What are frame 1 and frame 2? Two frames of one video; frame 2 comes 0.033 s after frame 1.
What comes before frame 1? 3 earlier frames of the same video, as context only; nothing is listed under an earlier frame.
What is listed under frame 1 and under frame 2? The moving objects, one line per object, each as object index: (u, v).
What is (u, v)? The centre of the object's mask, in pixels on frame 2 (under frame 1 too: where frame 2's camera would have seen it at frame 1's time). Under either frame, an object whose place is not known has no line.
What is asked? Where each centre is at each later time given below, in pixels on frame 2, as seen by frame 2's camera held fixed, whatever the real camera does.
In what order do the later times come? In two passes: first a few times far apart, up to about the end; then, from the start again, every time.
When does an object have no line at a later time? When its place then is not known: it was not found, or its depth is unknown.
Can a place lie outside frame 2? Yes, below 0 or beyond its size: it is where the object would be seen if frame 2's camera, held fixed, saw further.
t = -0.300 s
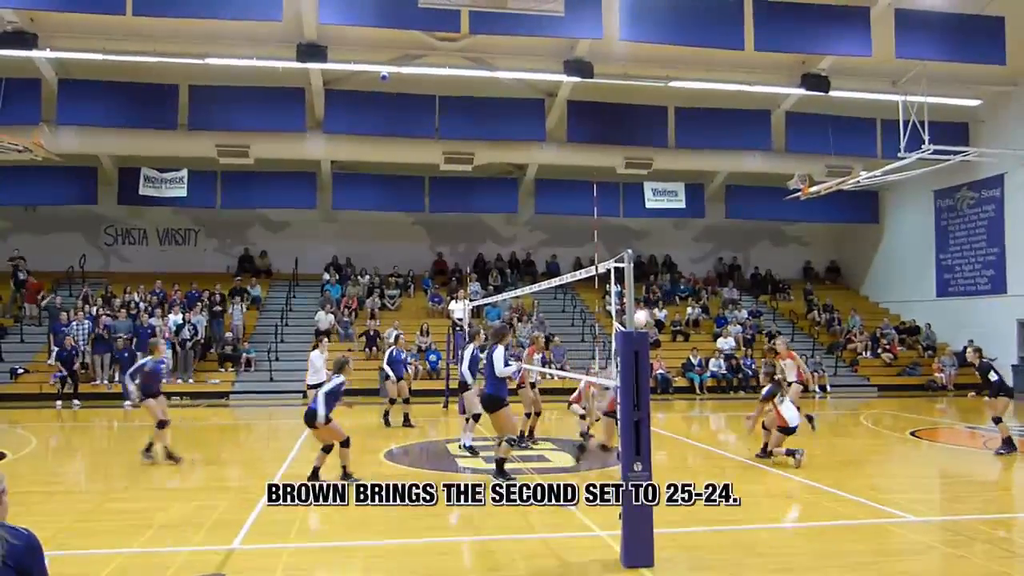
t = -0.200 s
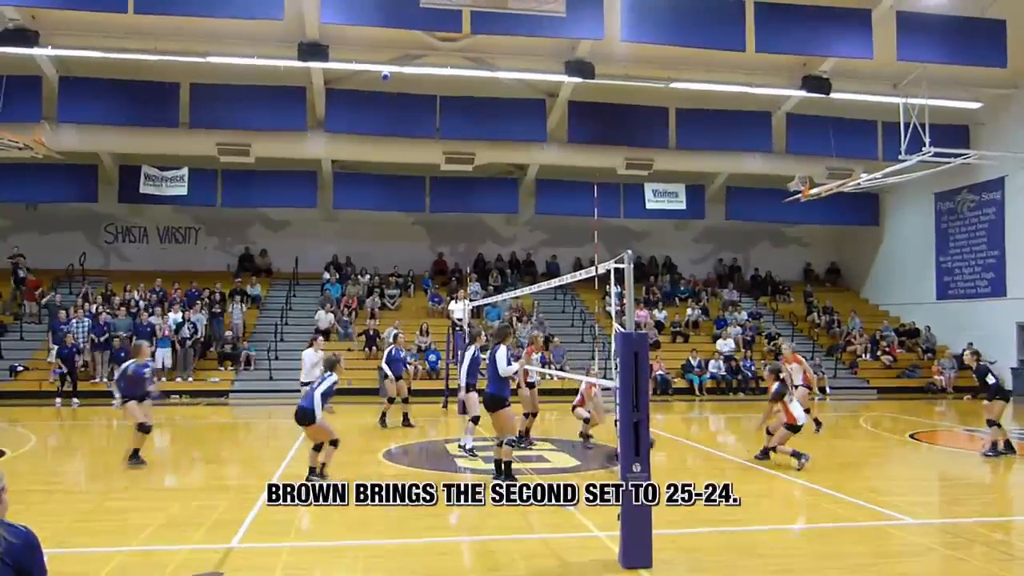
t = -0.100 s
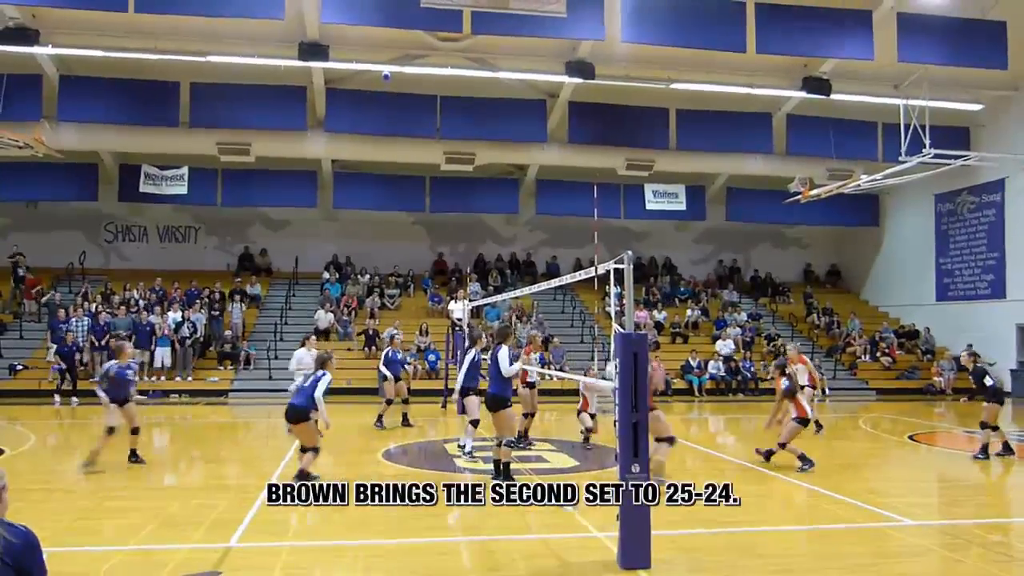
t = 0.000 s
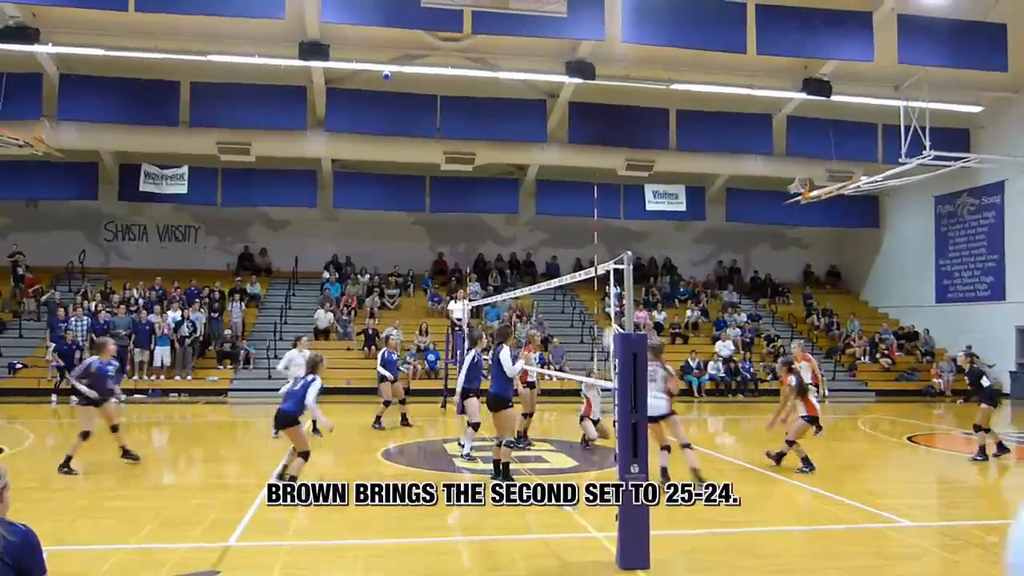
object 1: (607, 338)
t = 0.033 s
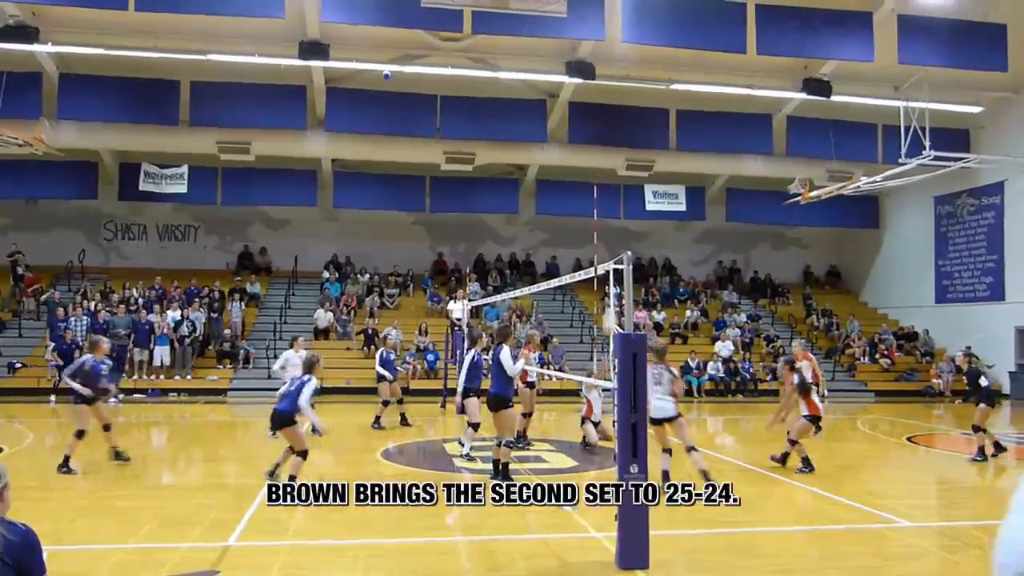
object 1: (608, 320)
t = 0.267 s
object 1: (613, 221)
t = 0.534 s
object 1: (615, 139)
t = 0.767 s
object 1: (616, 108)
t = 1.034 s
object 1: (617, 129)
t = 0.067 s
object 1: (610, 305)
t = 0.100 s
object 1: (610, 292)
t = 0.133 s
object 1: (611, 275)
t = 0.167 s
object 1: (611, 256)
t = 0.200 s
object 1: (612, 246)
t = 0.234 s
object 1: (612, 233)
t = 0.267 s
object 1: (613, 221)
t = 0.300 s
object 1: (613, 209)
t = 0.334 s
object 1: (614, 196)
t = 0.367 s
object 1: (614, 186)
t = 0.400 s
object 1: (614, 175)
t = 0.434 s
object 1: (615, 164)
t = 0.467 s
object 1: (616, 155)
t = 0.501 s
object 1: (615, 146)
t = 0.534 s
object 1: (615, 139)
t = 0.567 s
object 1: (615, 133)
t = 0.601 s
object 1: (616, 127)
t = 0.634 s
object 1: (616, 122)
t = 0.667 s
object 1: (616, 117)
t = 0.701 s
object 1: (616, 113)
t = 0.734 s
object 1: (616, 110)
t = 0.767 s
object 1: (616, 108)
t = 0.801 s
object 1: (616, 107)
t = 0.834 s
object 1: (616, 107)
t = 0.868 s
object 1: (617, 107)
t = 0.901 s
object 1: (617, 109)
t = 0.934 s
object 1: (616, 112)
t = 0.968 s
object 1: (617, 116)
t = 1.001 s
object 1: (617, 122)
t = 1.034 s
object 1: (617, 129)
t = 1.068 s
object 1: (618, 136)
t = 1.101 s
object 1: (617, 143)
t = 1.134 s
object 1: (618, 152)
